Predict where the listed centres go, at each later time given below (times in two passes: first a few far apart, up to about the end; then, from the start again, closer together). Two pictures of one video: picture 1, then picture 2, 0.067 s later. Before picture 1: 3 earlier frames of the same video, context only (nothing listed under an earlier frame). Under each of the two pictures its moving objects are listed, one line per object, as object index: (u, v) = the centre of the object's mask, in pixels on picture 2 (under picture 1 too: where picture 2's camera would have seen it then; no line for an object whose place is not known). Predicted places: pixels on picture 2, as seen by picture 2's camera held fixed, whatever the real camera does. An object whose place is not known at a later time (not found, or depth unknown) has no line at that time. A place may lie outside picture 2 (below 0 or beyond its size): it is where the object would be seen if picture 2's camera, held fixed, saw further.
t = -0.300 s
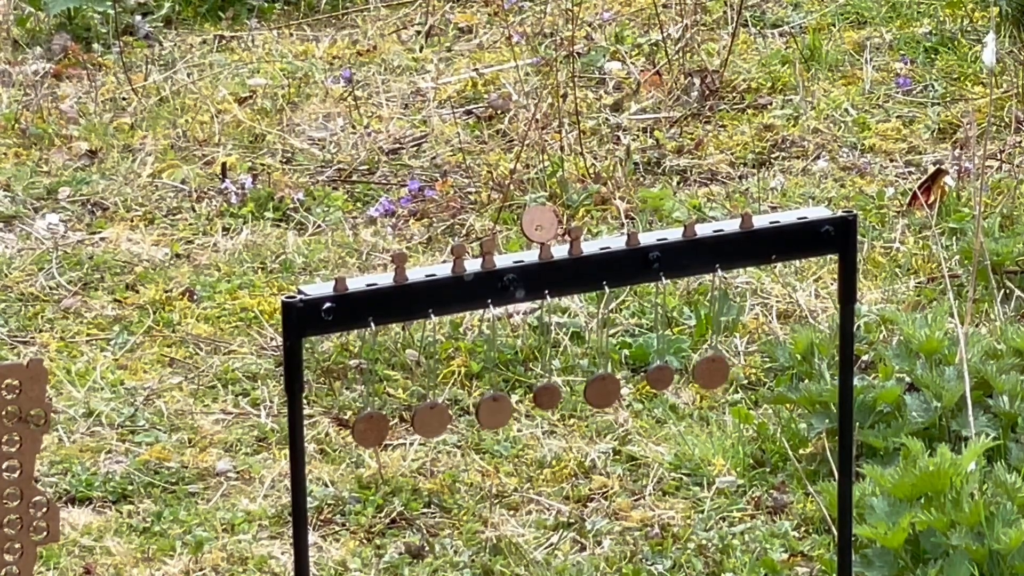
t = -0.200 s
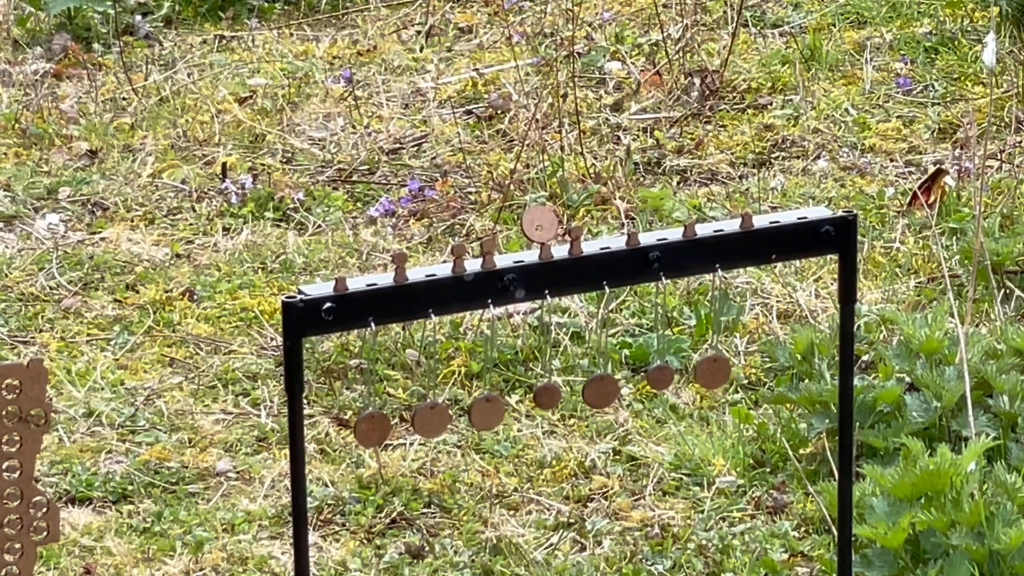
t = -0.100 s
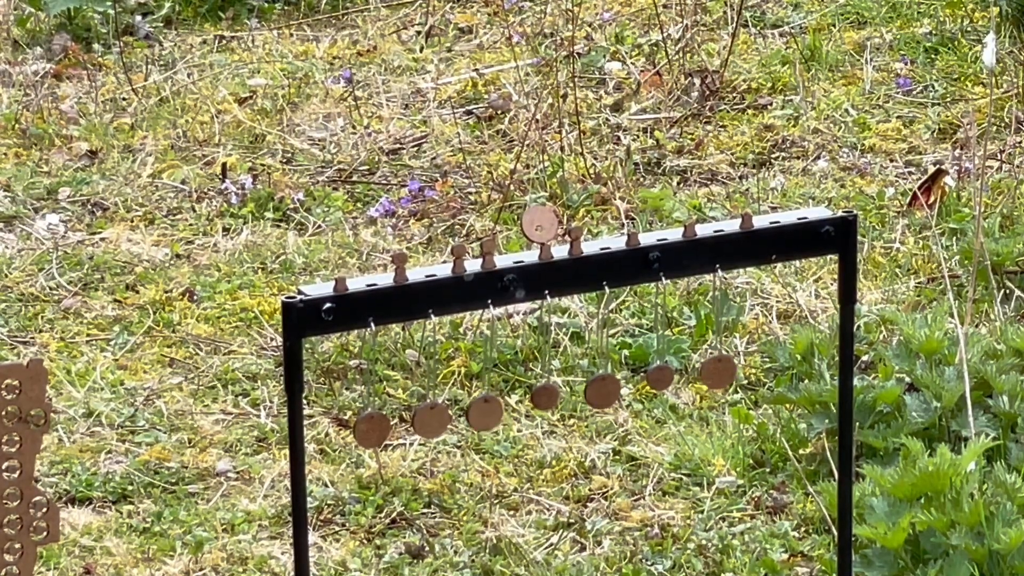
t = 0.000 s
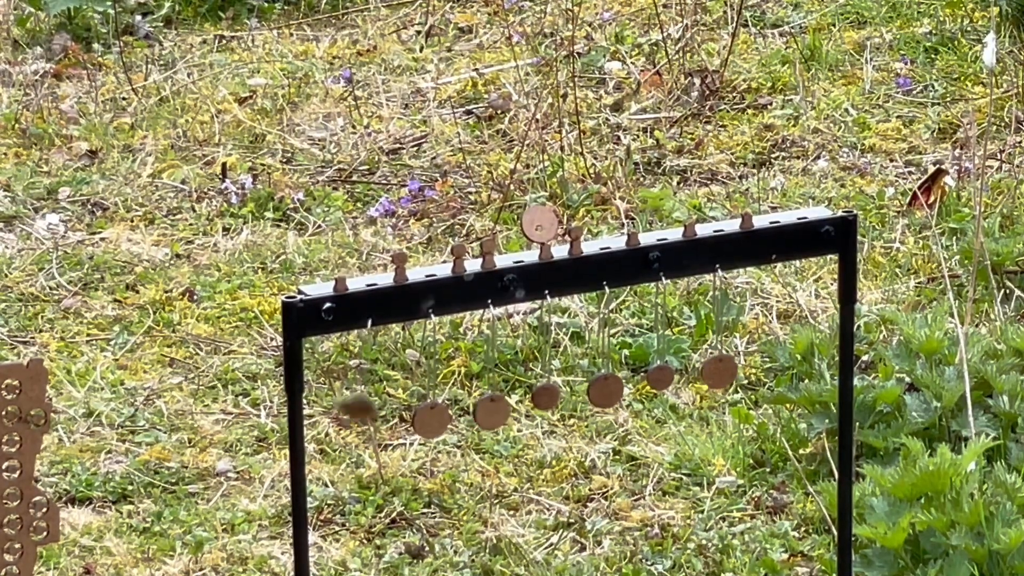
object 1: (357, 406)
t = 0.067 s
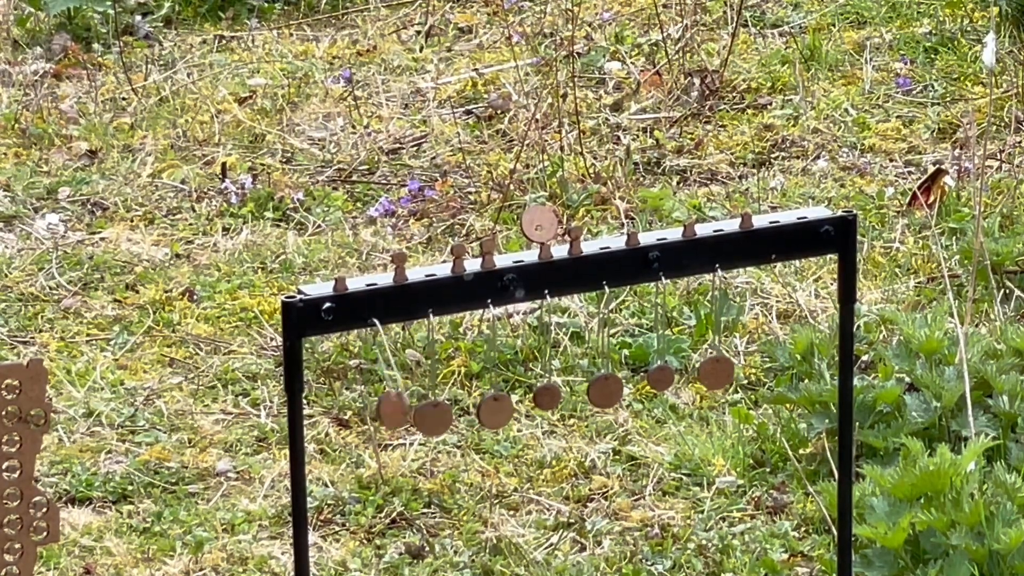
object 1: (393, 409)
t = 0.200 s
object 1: (345, 400)
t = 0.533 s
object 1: (430, 384)
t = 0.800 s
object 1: (342, 401)
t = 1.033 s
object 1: (372, 407)
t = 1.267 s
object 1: (391, 409)
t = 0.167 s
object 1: (400, 405)
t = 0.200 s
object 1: (345, 400)
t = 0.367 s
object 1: (349, 399)
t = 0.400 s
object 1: (393, 409)
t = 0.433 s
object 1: (421, 393)
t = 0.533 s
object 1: (430, 384)
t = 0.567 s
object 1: (409, 404)
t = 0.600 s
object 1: (374, 409)
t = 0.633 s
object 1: (336, 392)
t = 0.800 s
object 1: (342, 401)
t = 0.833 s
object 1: (380, 411)
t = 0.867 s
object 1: (410, 403)
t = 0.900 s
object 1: (427, 392)
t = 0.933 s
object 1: (432, 387)
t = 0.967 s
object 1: (426, 394)
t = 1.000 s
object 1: (406, 404)
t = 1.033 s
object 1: (372, 407)
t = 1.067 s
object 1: (340, 395)
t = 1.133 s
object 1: (313, 378)
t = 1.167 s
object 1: (316, 386)
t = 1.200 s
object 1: (329, 400)
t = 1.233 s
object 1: (358, 410)
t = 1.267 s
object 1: (391, 409)
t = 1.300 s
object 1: (416, 399)
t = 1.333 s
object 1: (426, 392)
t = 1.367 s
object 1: (424, 391)
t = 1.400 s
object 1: (412, 396)
